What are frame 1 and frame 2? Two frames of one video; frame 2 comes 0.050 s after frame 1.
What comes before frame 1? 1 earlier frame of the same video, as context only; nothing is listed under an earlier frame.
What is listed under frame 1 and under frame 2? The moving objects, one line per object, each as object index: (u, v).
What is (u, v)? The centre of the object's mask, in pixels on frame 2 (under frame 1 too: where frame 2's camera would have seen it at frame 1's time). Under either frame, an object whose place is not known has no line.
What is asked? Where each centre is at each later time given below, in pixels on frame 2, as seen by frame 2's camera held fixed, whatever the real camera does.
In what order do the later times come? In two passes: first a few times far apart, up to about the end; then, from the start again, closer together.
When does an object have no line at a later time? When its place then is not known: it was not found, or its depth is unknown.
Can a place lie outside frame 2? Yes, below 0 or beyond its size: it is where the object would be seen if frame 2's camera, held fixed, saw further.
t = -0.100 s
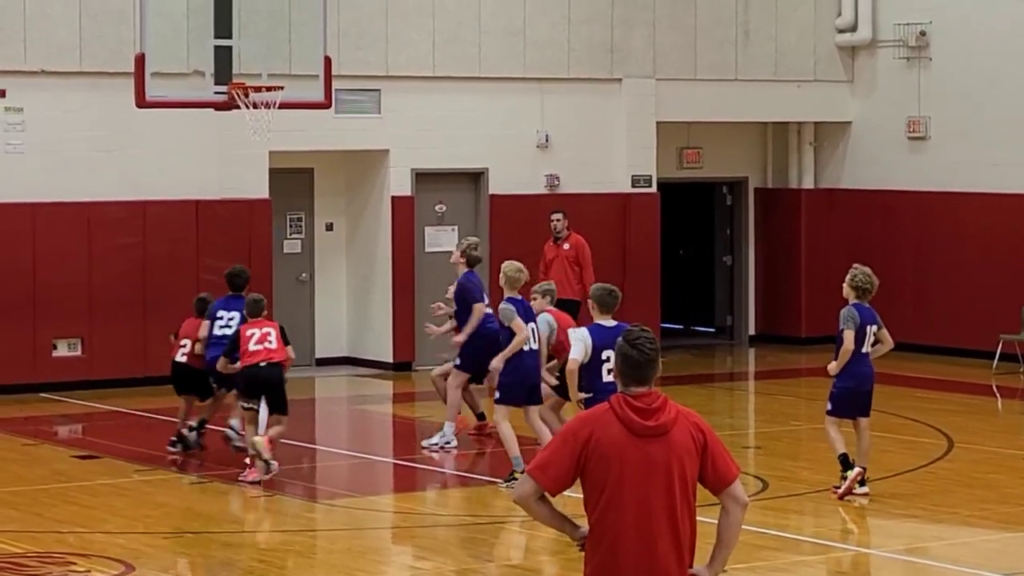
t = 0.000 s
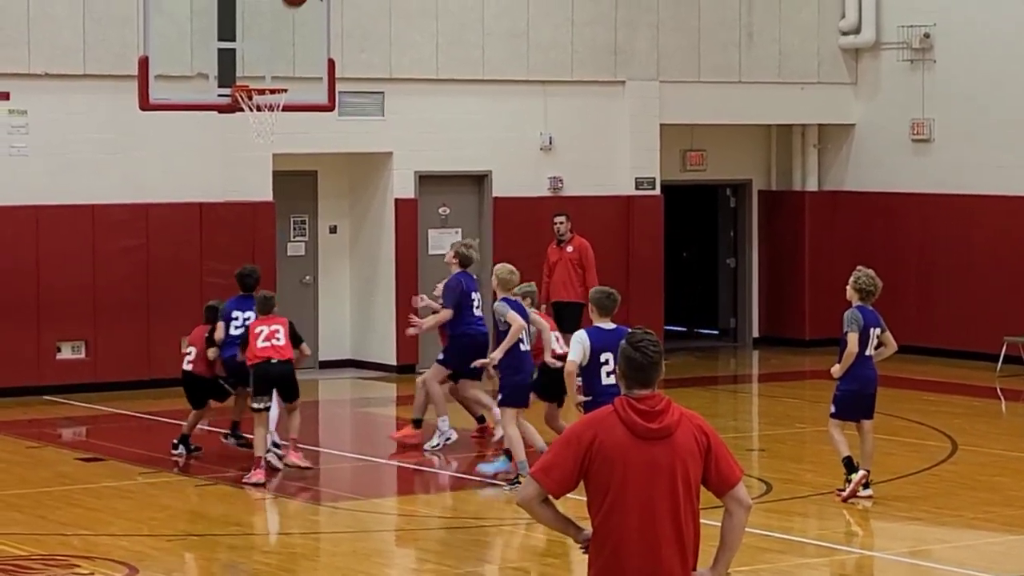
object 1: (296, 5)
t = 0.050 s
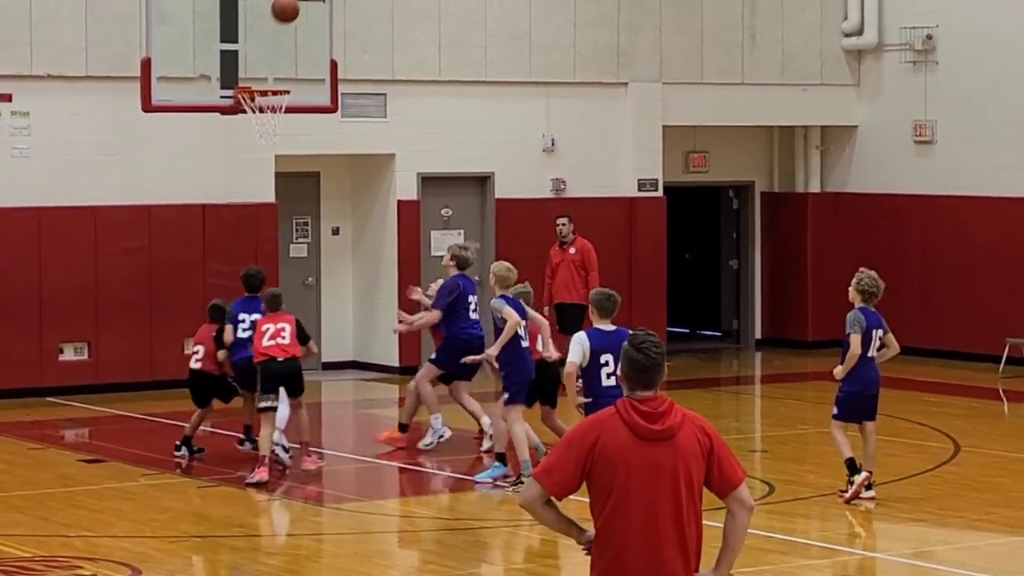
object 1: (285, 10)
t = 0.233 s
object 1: (245, 85)
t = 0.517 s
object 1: (169, 204)
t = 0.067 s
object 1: (281, 14)
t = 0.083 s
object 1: (277, 20)
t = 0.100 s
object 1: (274, 26)
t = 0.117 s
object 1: (270, 33)
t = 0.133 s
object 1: (266, 39)
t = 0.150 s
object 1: (262, 46)
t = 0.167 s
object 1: (259, 54)
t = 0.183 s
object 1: (255, 61)
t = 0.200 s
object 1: (251, 69)
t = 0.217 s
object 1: (248, 76)
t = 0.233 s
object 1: (245, 85)
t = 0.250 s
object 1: (242, 92)
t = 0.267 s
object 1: (237, 97)
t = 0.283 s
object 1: (232, 102)
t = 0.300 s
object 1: (228, 107)
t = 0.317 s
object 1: (223, 112)
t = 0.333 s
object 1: (219, 118)
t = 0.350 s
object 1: (214, 125)
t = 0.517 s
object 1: (169, 204)
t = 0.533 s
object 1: (165, 214)
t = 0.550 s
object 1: (160, 224)
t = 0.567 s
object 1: (156, 235)
